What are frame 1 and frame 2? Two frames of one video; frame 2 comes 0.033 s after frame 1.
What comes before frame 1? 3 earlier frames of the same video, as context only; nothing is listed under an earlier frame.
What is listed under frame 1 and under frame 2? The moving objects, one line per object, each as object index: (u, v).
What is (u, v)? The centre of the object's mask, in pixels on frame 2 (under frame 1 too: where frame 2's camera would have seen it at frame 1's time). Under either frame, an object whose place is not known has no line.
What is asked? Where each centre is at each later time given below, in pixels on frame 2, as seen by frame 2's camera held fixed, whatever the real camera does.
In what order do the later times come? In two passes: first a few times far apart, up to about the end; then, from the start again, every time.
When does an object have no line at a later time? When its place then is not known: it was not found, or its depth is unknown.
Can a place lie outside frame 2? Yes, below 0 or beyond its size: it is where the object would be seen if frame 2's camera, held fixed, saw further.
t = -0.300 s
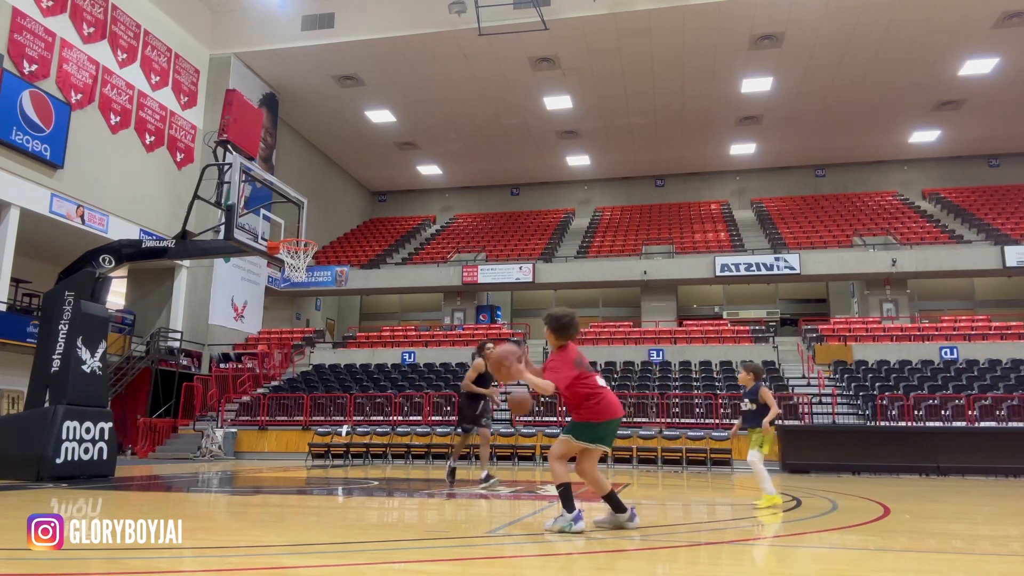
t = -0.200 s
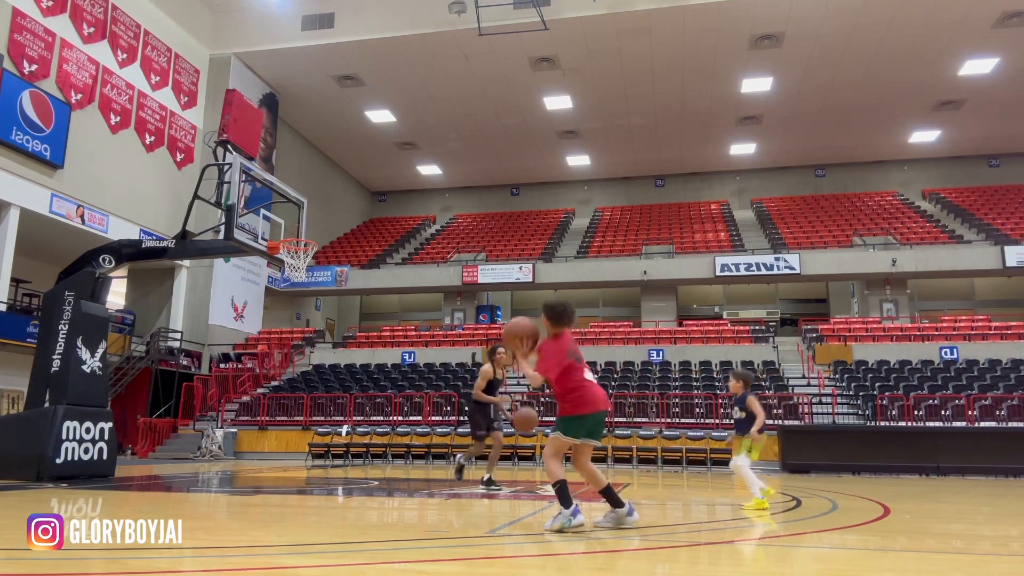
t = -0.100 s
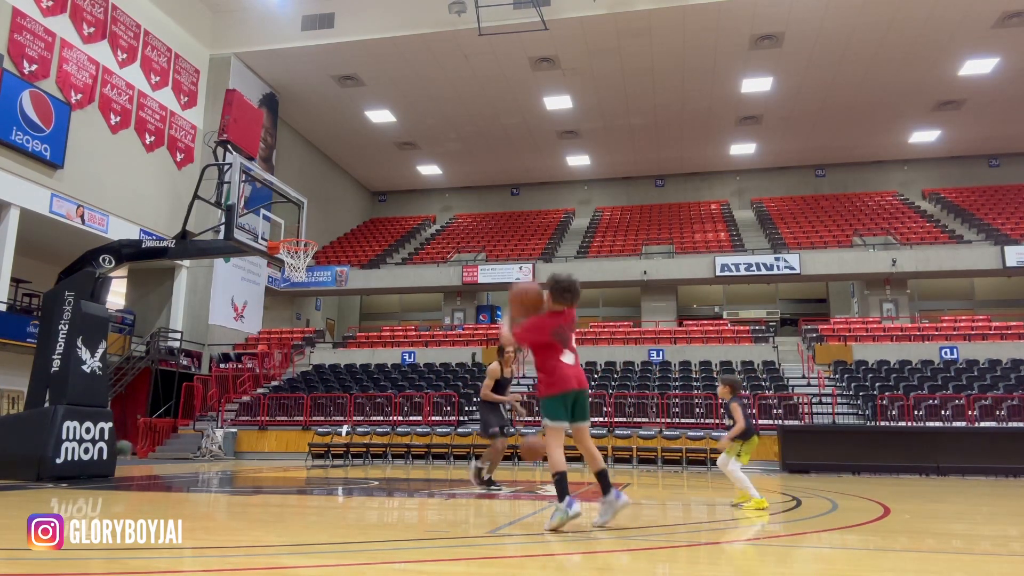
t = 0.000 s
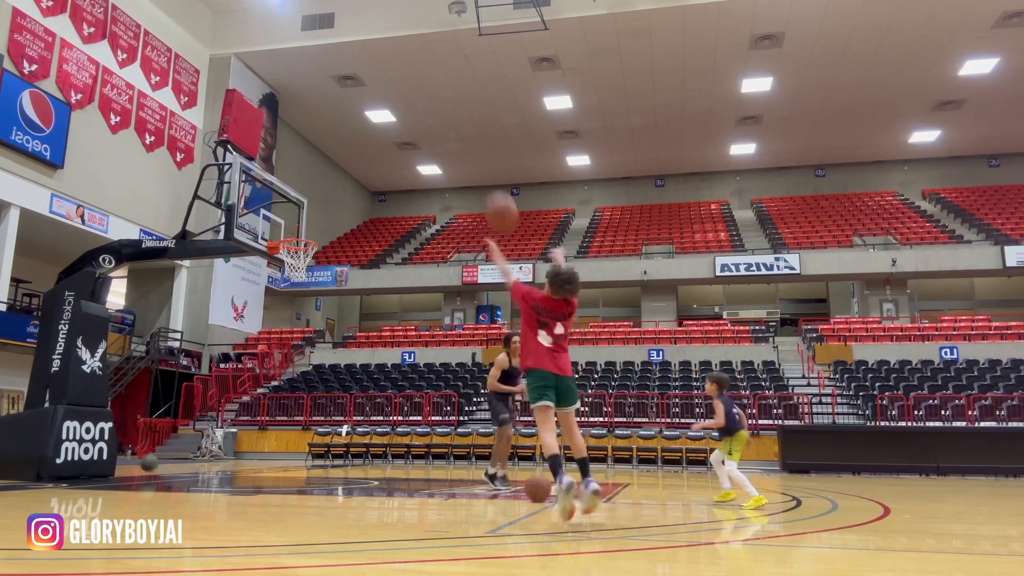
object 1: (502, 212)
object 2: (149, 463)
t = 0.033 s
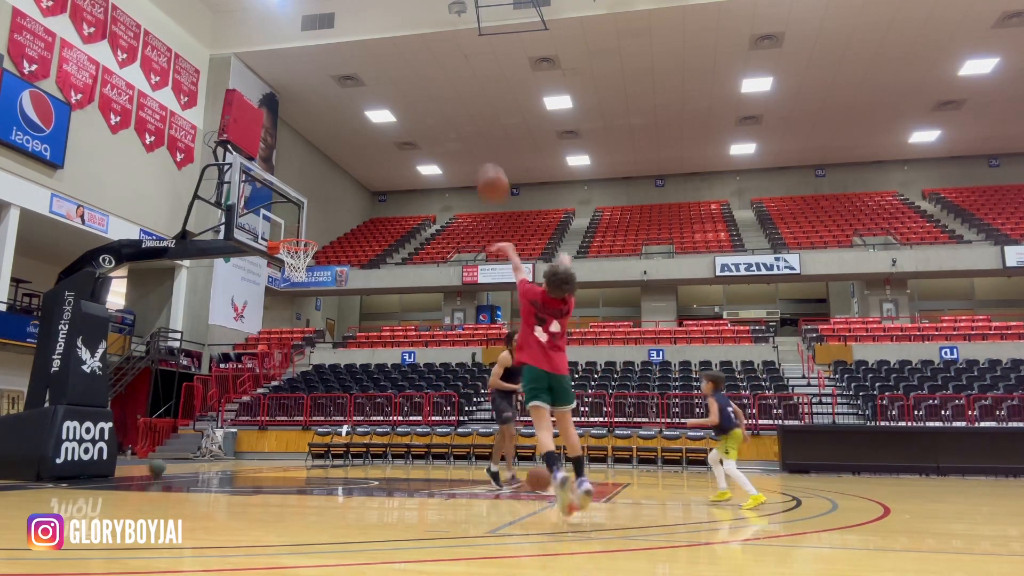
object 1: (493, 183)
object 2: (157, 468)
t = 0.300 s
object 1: (434, 49)
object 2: (213, 449)
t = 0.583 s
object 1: (388, 16)
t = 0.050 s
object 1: (488, 171)
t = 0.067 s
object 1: (484, 157)
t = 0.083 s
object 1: (480, 146)
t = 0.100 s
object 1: (476, 136)
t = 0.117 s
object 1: (472, 126)
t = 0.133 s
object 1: (468, 116)
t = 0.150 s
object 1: (464, 107)
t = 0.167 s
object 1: (461, 100)
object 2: (188, 451)
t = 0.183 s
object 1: (457, 91)
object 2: (190, 450)
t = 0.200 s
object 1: (454, 84)
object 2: (194, 449)
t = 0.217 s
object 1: (450, 77)
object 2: (197, 449)
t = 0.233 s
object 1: (447, 70)
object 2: (201, 448)
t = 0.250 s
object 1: (444, 64)
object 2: (204, 448)
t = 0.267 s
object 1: (440, 58)
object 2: (207, 448)
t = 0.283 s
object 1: (437, 53)
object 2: (209, 448)
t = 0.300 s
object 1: (434, 49)
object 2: (213, 449)
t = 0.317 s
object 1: (431, 45)
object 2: (218, 449)
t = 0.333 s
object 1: (428, 40)
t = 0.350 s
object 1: (424, 36)
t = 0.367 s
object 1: (422, 32)
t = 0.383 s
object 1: (419, 29)
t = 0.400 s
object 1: (416, 27)
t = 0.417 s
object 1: (413, 24)
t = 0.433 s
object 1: (410, 22)
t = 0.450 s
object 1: (408, 20)
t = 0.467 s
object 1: (405, 19)
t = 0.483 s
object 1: (403, 17)
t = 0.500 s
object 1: (400, 17)
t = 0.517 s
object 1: (397, 16)
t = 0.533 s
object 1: (395, 16)
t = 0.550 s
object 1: (393, 16)
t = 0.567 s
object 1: (390, 16)
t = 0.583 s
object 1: (388, 16)
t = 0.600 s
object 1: (385, 17)
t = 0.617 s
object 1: (383, 17)
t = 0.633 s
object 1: (380, 18)
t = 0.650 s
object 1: (378, 20)
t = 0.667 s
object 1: (376, 21)
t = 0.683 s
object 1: (374, 23)
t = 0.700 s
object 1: (372, 24)
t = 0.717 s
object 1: (369, 26)
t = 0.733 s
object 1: (367, 29)
